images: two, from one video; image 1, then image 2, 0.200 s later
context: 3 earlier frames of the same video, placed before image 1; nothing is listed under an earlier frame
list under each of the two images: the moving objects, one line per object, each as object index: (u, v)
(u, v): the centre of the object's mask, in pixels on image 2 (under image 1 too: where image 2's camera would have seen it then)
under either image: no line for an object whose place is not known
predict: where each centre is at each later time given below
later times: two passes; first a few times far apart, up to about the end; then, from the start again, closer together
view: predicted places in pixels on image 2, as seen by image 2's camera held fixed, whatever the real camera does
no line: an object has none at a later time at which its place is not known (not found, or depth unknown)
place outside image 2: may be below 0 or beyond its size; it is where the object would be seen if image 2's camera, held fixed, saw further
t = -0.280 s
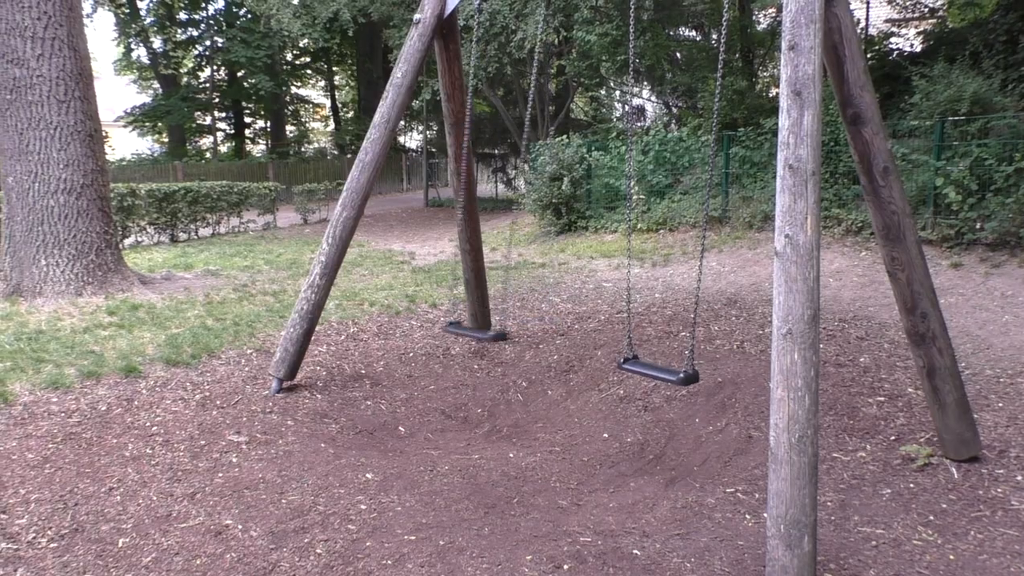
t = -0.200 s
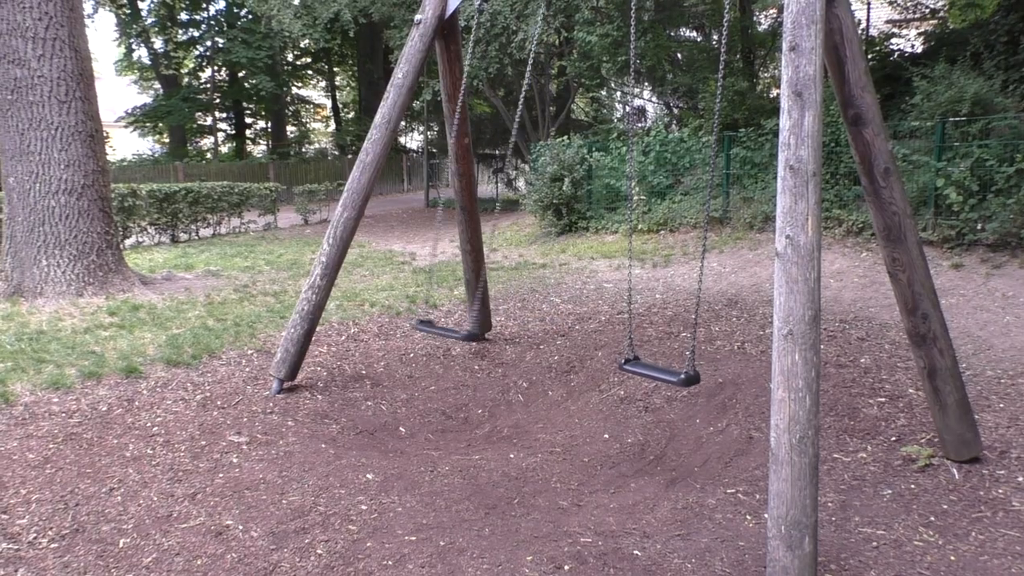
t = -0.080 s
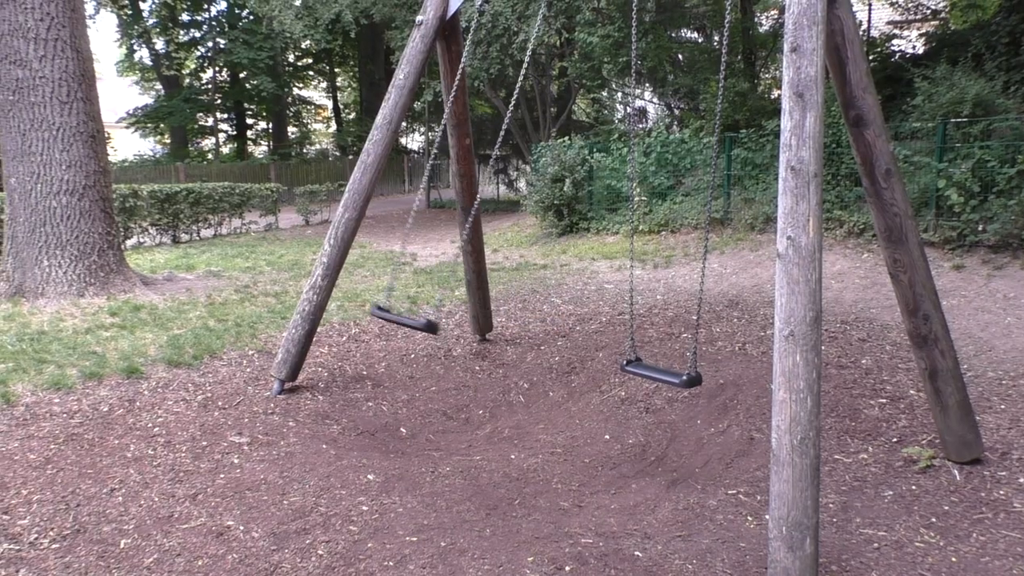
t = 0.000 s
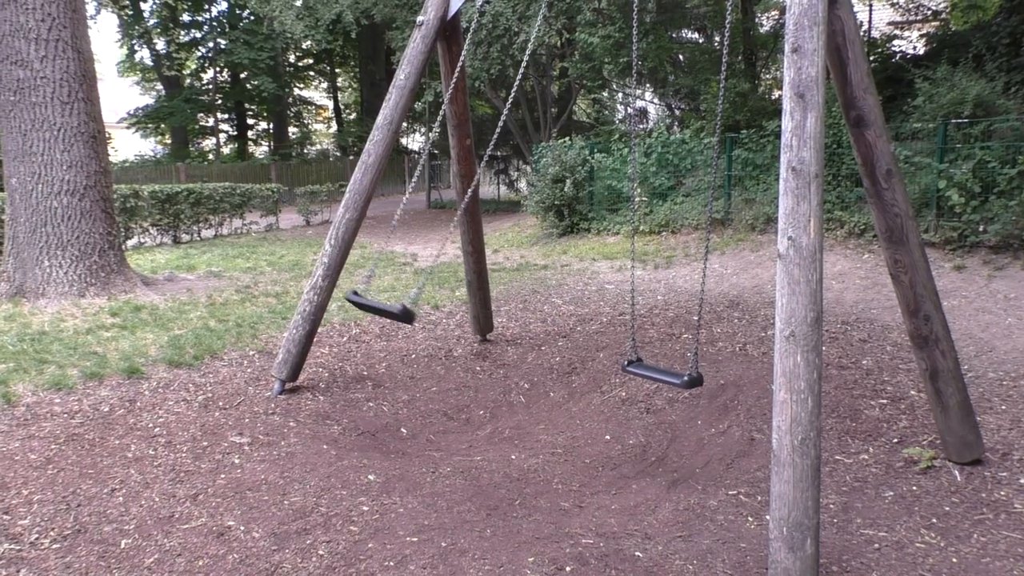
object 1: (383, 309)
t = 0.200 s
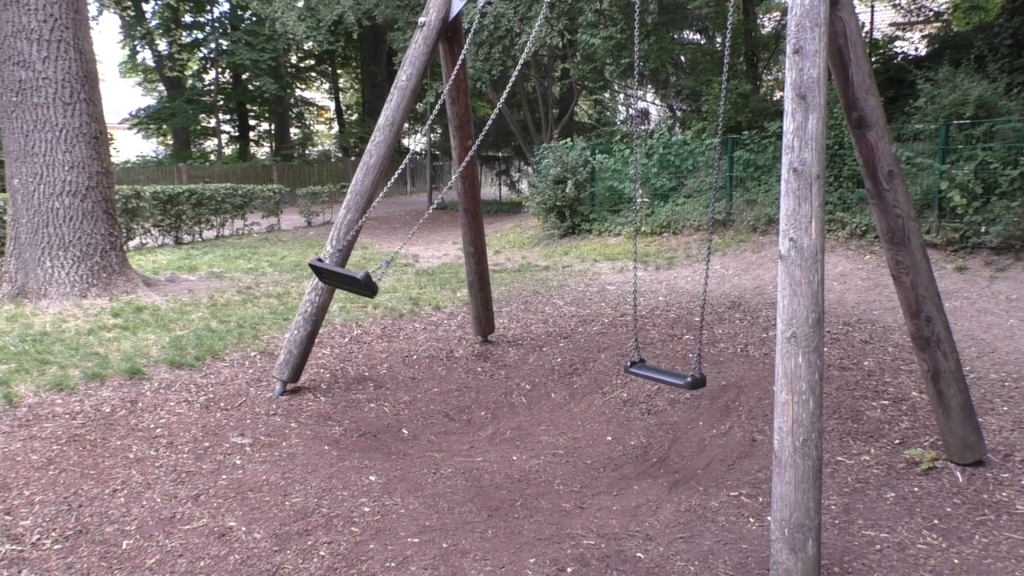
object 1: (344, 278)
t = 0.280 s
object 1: (340, 275)
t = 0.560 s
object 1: (371, 302)
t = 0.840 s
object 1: (459, 335)
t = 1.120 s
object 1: (557, 311)
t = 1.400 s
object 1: (614, 255)
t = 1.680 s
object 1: (630, 232)
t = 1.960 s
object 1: (609, 265)
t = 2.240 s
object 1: (540, 321)
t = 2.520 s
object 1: (442, 332)
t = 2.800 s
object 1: (361, 294)
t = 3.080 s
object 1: (345, 281)
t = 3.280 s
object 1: (379, 308)
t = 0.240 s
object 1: (341, 276)
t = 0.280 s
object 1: (340, 275)
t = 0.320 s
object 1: (340, 275)
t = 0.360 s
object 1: (341, 276)
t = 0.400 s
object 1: (344, 279)
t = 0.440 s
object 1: (349, 284)
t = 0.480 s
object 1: (355, 289)
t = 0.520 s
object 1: (363, 296)
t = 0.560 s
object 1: (371, 302)
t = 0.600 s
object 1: (381, 308)
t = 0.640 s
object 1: (392, 315)
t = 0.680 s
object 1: (405, 321)
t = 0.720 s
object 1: (418, 326)
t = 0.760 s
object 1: (430, 329)
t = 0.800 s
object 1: (445, 333)
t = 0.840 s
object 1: (459, 335)
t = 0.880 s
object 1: (475, 336)
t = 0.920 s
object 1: (488, 335)
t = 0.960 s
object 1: (504, 333)
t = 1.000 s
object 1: (516, 329)
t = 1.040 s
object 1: (531, 324)
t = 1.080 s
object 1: (544, 318)
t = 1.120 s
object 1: (557, 311)
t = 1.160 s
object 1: (568, 303)
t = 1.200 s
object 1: (578, 295)
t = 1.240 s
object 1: (588, 286)
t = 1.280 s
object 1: (596, 278)
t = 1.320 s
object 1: (603, 270)
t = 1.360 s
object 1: (608, 262)
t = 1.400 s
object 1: (614, 255)
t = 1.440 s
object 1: (619, 249)
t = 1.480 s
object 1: (624, 243)
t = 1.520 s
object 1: (626, 239)
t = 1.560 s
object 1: (628, 236)
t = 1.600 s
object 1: (630, 234)
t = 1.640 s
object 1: (630, 232)
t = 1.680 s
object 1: (630, 232)
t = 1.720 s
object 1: (630, 234)
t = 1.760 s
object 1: (628, 236)
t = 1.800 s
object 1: (626, 240)
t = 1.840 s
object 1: (623, 245)
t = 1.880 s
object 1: (619, 250)
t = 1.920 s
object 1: (615, 257)
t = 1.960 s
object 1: (609, 265)
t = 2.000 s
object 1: (602, 273)
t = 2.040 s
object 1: (595, 282)
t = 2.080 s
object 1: (586, 290)
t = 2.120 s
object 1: (576, 299)
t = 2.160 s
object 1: (564, 307)
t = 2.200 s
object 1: (553, 315)
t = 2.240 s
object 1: (540, 321)
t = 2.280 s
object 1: (528, 326)
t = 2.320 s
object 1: (512, 331)
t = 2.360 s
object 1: (501, 335)
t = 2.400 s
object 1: (487, 336)
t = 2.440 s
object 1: (473, 336)
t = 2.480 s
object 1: (457, 335)
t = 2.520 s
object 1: (442, 332)
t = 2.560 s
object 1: (430, 329)
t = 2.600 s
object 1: (416, 324)
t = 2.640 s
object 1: (404, 320)
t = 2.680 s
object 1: (391, 313)
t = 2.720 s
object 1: (380, 308)
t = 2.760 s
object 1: (370, 301)
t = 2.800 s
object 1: (361, 294)
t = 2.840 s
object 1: (355, 289)
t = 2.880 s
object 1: (349, 284)
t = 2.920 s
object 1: (346, 281)
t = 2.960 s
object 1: (343, 278)
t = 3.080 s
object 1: (345, 281)
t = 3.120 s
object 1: (349, 285)
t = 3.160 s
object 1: (355, 290)
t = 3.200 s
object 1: (361, 295)
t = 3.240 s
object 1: (369, 302)
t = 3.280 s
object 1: (379, 308)
